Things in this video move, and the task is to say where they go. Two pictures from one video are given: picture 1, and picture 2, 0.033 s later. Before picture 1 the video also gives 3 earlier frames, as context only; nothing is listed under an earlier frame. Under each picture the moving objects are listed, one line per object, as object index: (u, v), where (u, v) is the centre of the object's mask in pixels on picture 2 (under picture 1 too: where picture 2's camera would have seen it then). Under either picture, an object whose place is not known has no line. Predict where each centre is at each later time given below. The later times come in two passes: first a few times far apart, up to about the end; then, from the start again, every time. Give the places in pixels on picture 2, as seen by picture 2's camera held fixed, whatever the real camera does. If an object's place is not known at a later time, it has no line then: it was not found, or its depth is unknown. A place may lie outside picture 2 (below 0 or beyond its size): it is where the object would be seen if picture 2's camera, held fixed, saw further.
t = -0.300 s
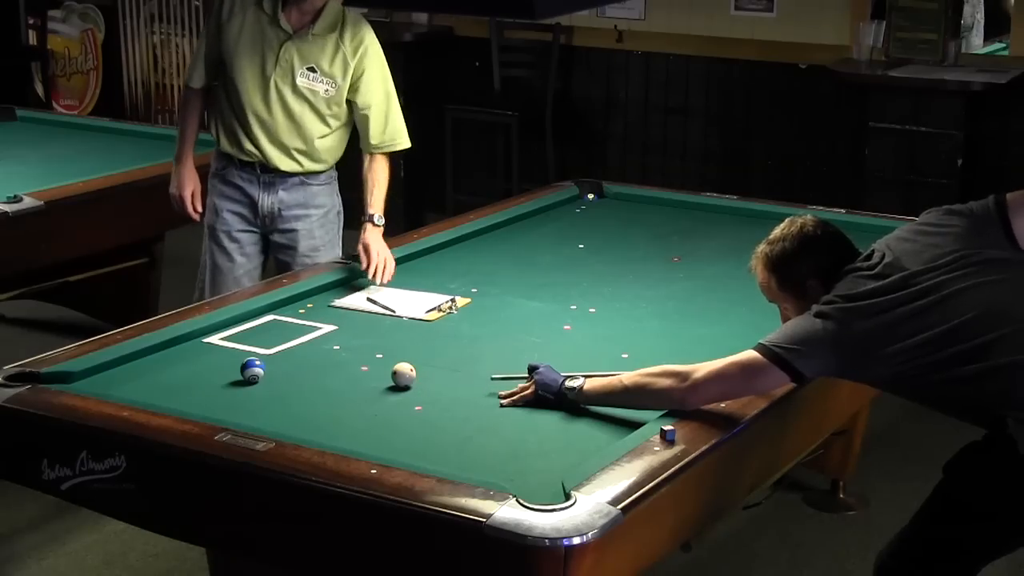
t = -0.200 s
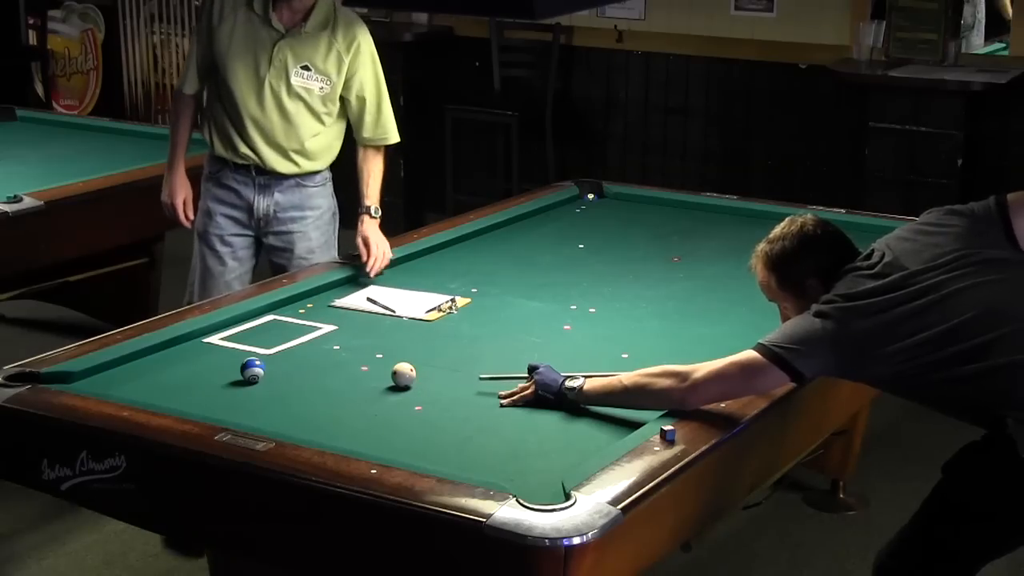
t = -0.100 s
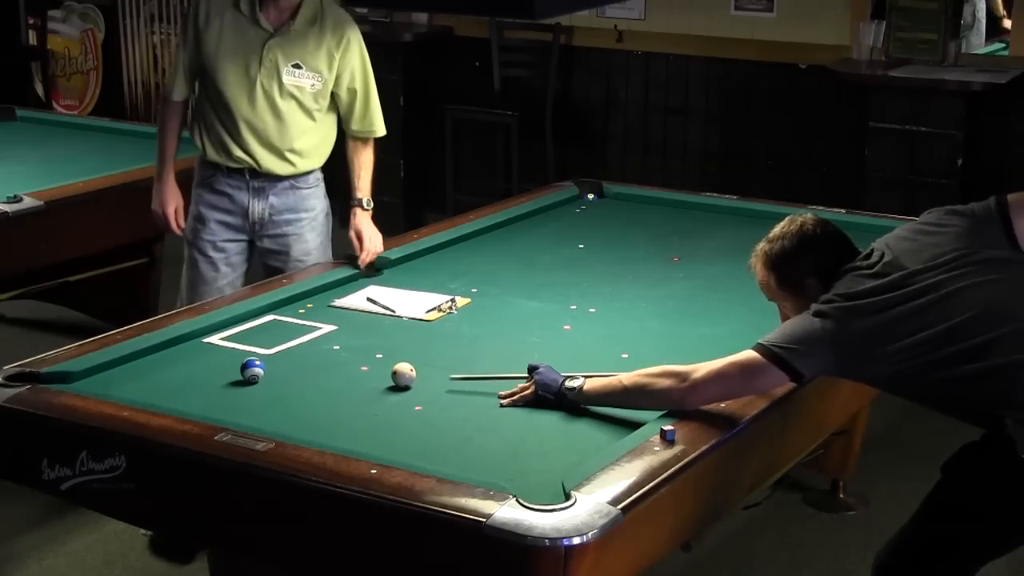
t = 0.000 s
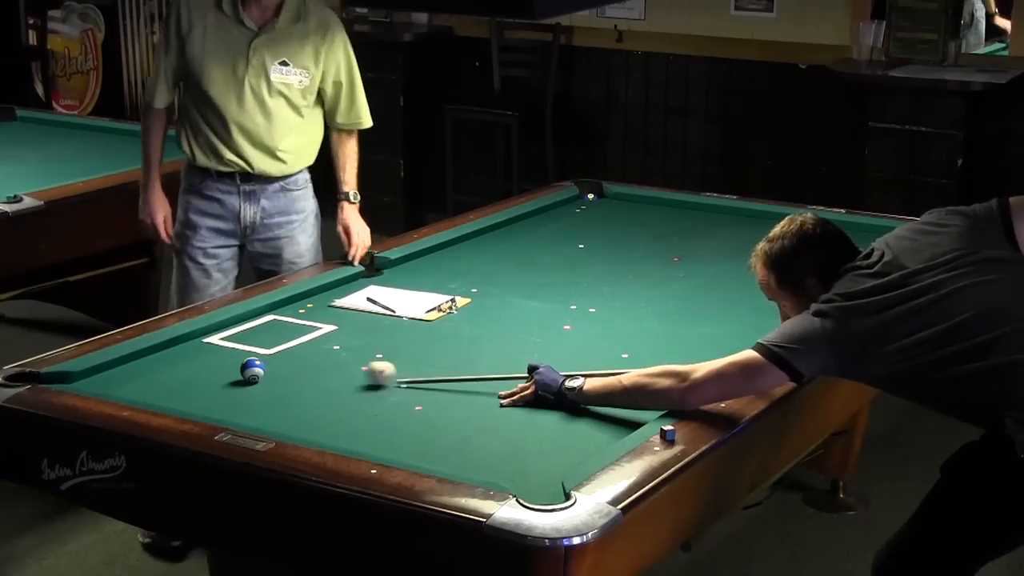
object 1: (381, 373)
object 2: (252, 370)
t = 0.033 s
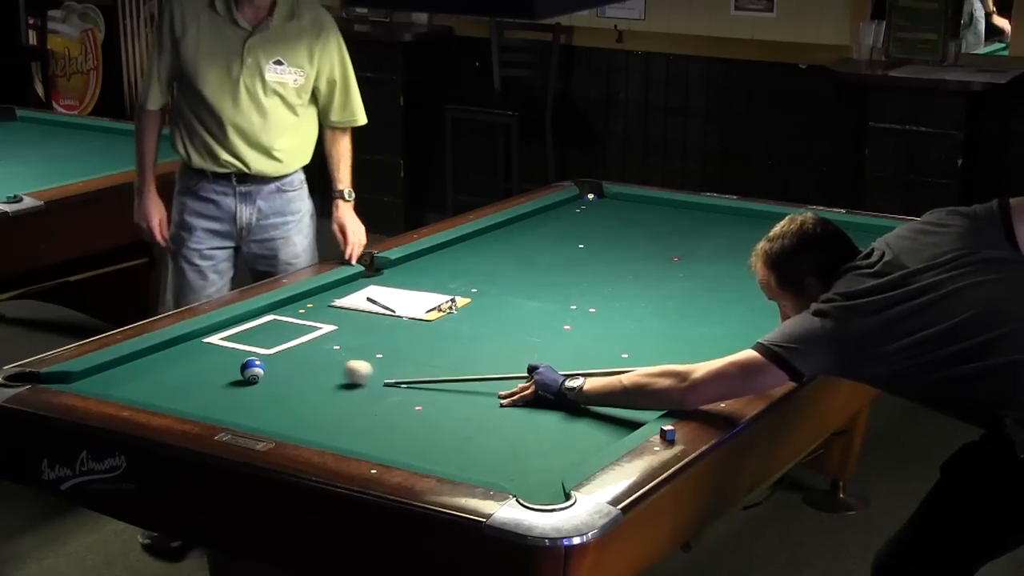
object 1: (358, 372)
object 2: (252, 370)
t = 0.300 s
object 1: (271, 364)
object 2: (220, 372)
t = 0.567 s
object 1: (255, 354)
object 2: (155, 376)
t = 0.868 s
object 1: (239, 345)
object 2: (86, 378)
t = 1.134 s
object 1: (226, 337)
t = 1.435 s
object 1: (214, 331)
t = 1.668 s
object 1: (223, 330)
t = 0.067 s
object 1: (336, 371)
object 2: (252, 370)
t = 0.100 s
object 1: (317, 370)
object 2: (252, 370)
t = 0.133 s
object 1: (300, 369)
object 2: (252, 370)
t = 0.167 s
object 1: (285, 368)
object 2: (252, 370)
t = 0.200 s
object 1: (277, 367)
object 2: (247, 370)
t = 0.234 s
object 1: (275, 366)
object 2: (237, 370)
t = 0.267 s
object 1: (273, 364)
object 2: (228, 371)
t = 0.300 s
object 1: (271, 364)
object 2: (220, 372)
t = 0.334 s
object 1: (269, 363)
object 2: (212, 372)
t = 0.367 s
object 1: (267, 361)
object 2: (204, 372)
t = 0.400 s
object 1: (265, 360)
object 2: (195, 373)
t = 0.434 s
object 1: (263, 359)
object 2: (187, 374)
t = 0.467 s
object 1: (261, 357)
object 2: (179, 375)
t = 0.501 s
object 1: (259, 356)
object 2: (171, 375)
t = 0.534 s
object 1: (257, 355)
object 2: (163, 375)
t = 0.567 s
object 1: (255, 354)
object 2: (155, 376)
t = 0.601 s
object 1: (253, 353)
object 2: (147, 377)
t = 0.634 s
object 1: (251, 352)
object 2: (140, 377)
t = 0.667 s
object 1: (249, 350)
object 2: (132, 377)
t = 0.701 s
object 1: (248, 350)
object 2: (124, 377)
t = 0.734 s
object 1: (246, 348)
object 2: (115, 377)
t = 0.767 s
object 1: (244, 347)
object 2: (107, 378)
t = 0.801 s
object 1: (242, 346)
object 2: (100, 378)
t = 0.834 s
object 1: (241, 345)
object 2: (93, 378)
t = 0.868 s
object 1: (239, 345)
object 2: (86, 378)
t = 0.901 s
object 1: (237, 344)
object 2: (79, 377)
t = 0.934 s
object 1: (236, 343)
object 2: (72, 377)
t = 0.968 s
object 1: (234, 342)
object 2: (64, 378)
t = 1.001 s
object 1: (232, 341)
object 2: (57, 378)
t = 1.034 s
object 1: (231, 340)
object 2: (50, 381)
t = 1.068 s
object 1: (229, 339)
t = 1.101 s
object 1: (228, 338)
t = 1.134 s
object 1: (226, 337)
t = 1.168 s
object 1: (225, 336)
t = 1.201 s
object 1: (223, 336)
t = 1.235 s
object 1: (222, 335)
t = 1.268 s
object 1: (220, 334)
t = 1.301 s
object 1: (219, 333)
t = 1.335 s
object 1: (218, 333)
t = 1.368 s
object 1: (216, 332)
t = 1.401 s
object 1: (215, 331)
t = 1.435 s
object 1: (214, 331)
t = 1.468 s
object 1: (213, 331)
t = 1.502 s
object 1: (214, 331)
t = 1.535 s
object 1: (216, 331)
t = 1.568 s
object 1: (218, 330)
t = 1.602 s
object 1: (220, 330)
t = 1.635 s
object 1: (222, 330)
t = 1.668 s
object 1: (223, 330)
